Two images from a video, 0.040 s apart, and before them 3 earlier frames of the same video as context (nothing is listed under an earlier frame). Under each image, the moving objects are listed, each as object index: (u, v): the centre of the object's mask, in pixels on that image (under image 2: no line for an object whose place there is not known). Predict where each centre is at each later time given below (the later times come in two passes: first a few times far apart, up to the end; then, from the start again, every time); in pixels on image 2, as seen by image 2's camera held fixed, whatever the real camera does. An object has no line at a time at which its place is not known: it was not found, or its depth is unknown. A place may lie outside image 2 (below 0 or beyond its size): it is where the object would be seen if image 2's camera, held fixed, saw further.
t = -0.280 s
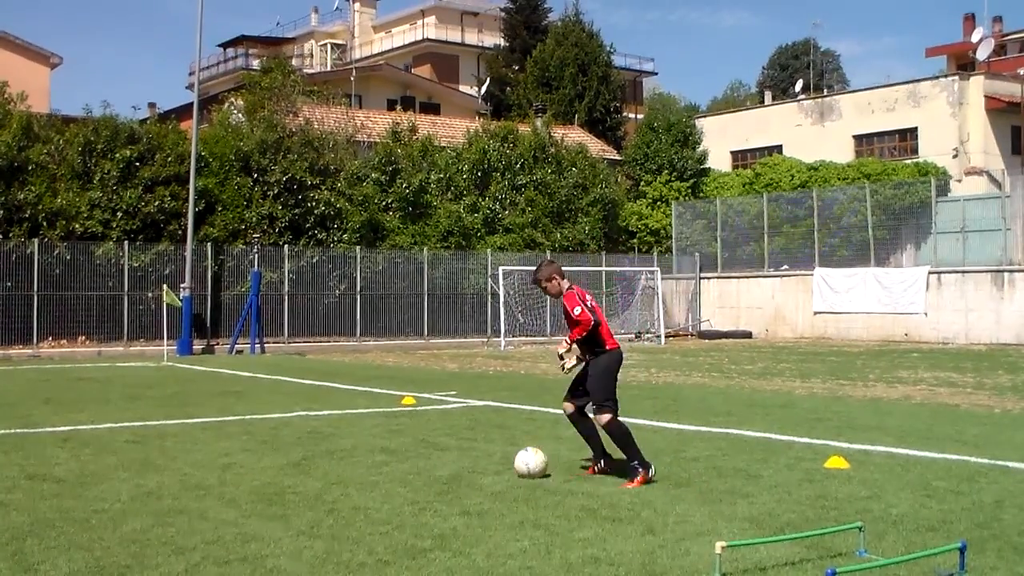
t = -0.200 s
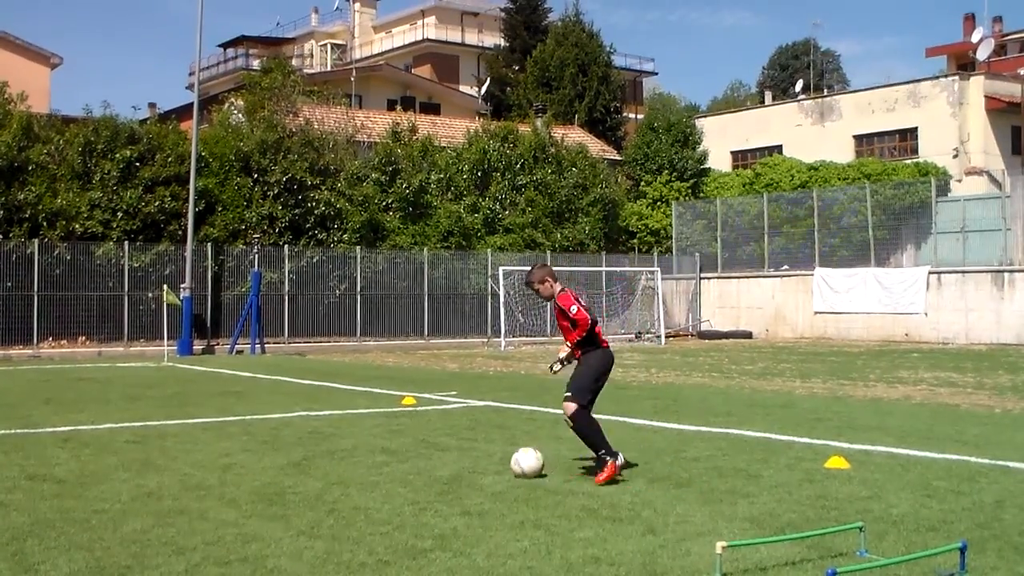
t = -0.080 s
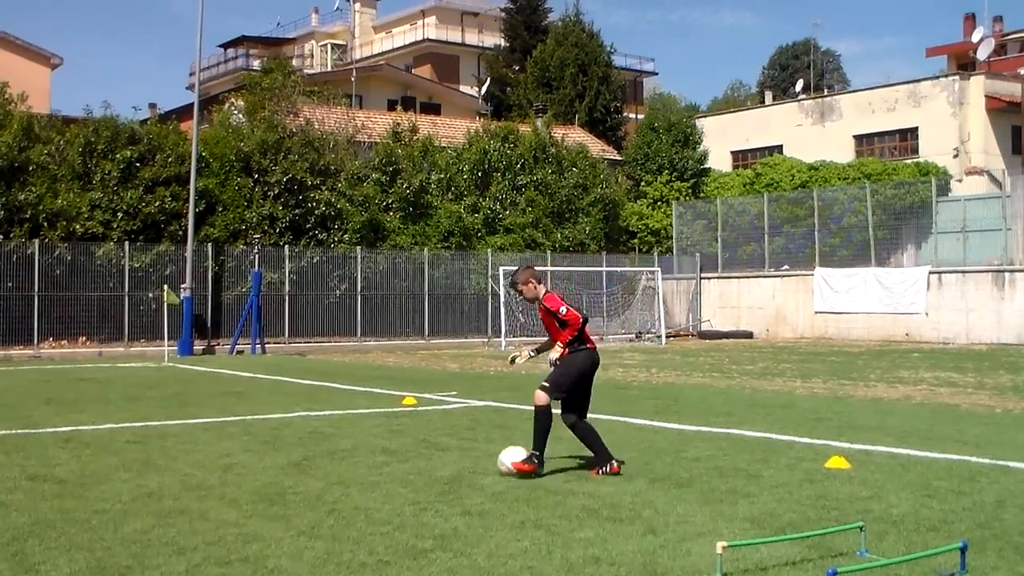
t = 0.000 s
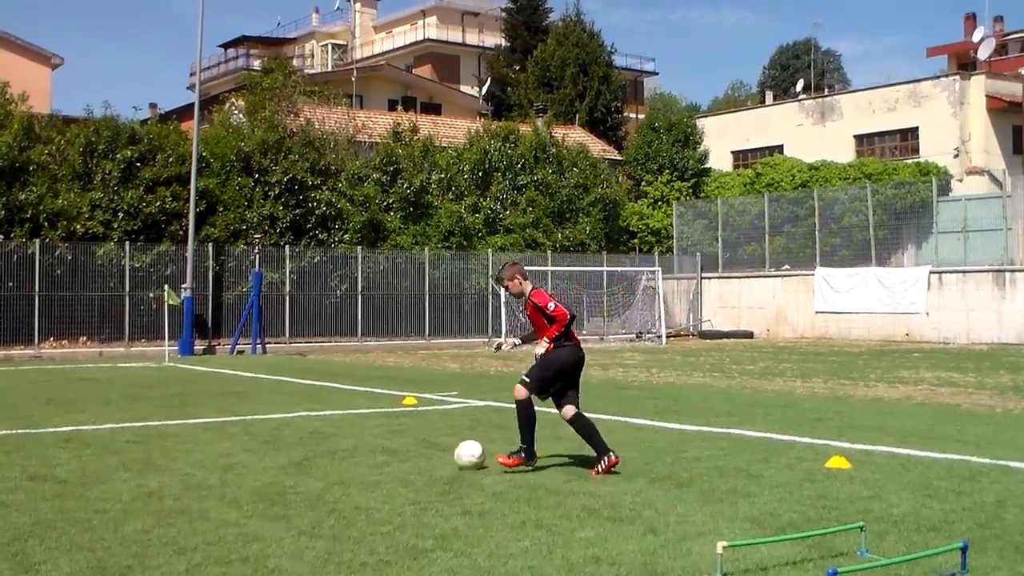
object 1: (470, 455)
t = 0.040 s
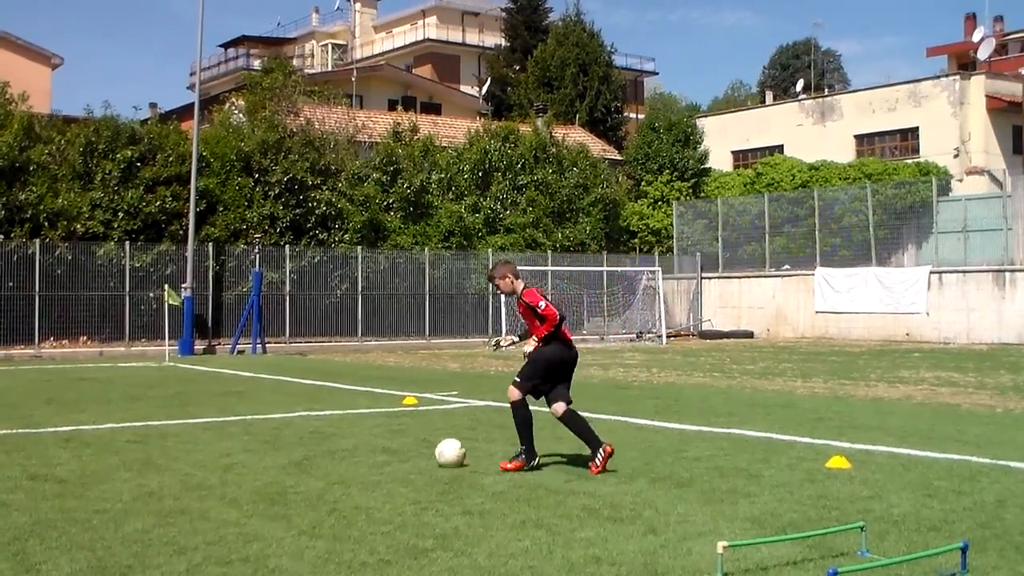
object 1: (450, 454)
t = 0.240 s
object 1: (375, 442)
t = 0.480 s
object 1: (316, 431)
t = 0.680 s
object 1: (280, 426)
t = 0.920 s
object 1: (245, 419)
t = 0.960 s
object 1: (240, 418)
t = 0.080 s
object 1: (432, 451)
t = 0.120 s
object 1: (416, 448)
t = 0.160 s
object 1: (401, 446)
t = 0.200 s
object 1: (387, 445)
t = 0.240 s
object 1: (375, 442)
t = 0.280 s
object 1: (363, 440)
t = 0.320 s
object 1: (352, 438)
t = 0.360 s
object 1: (342, 436)
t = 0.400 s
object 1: (333, 435)
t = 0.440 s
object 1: (324, 433)
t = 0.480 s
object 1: (316, 431)
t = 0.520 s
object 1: (308, 431)
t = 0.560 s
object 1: (301, 430)
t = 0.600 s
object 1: (293, 428)
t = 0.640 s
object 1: (287, 427)
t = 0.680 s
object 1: (280, 426)
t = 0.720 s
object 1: (273, 425)
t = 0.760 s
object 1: (267, 424)
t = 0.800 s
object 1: (261, 422)
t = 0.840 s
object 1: (255, 421)
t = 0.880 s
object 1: (250, 421)
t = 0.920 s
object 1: (245, 419)
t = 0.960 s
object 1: (240, 418)
